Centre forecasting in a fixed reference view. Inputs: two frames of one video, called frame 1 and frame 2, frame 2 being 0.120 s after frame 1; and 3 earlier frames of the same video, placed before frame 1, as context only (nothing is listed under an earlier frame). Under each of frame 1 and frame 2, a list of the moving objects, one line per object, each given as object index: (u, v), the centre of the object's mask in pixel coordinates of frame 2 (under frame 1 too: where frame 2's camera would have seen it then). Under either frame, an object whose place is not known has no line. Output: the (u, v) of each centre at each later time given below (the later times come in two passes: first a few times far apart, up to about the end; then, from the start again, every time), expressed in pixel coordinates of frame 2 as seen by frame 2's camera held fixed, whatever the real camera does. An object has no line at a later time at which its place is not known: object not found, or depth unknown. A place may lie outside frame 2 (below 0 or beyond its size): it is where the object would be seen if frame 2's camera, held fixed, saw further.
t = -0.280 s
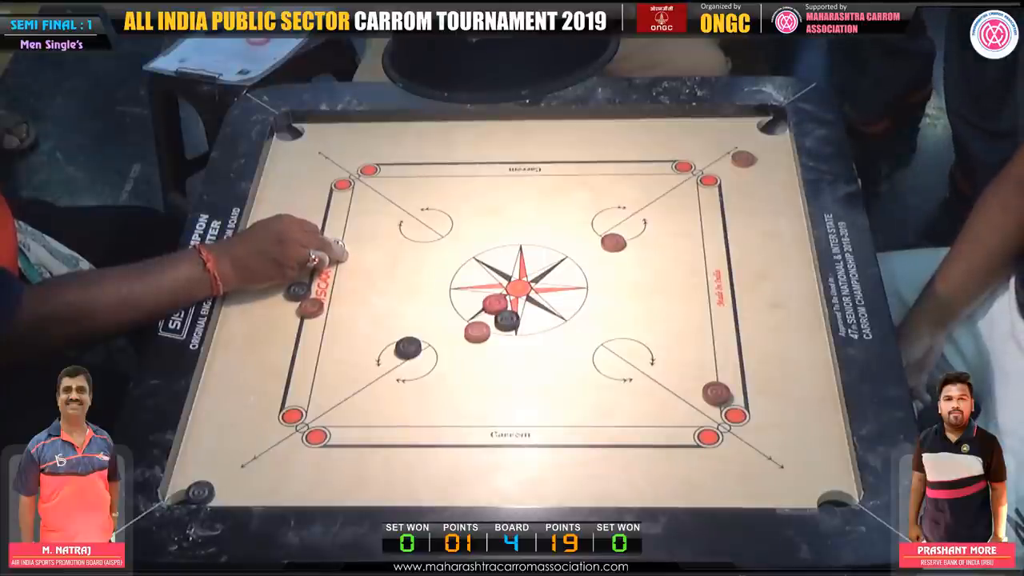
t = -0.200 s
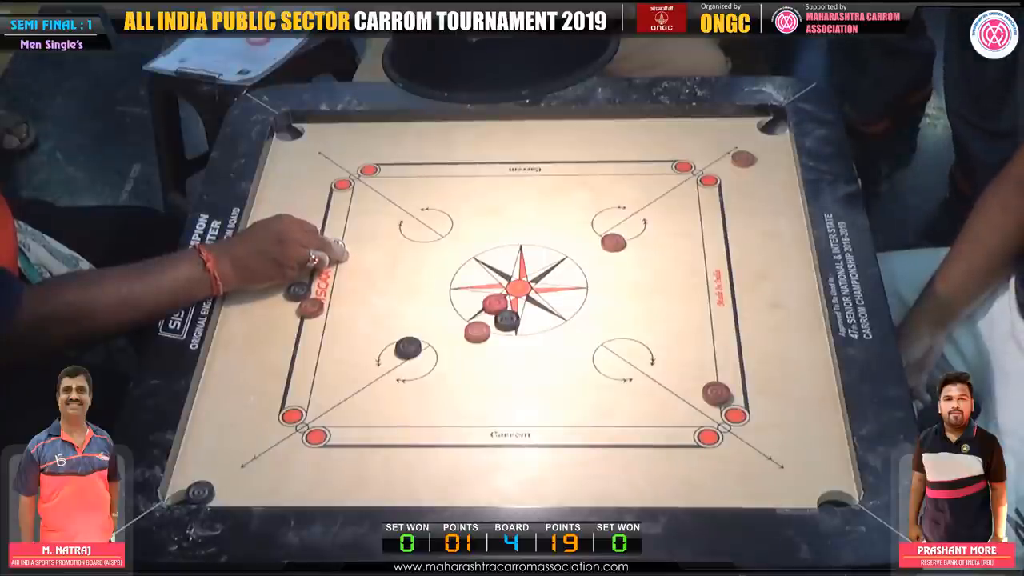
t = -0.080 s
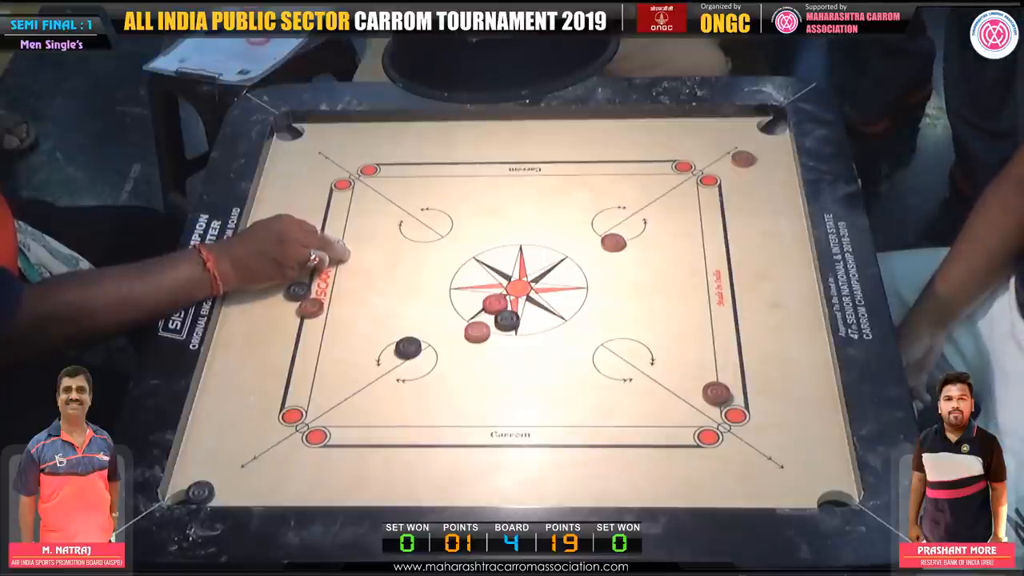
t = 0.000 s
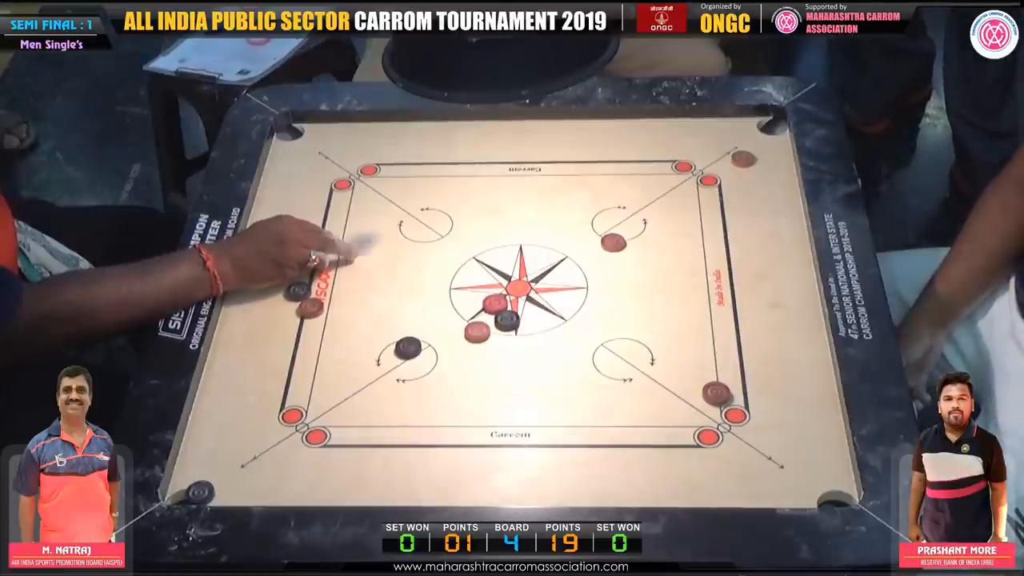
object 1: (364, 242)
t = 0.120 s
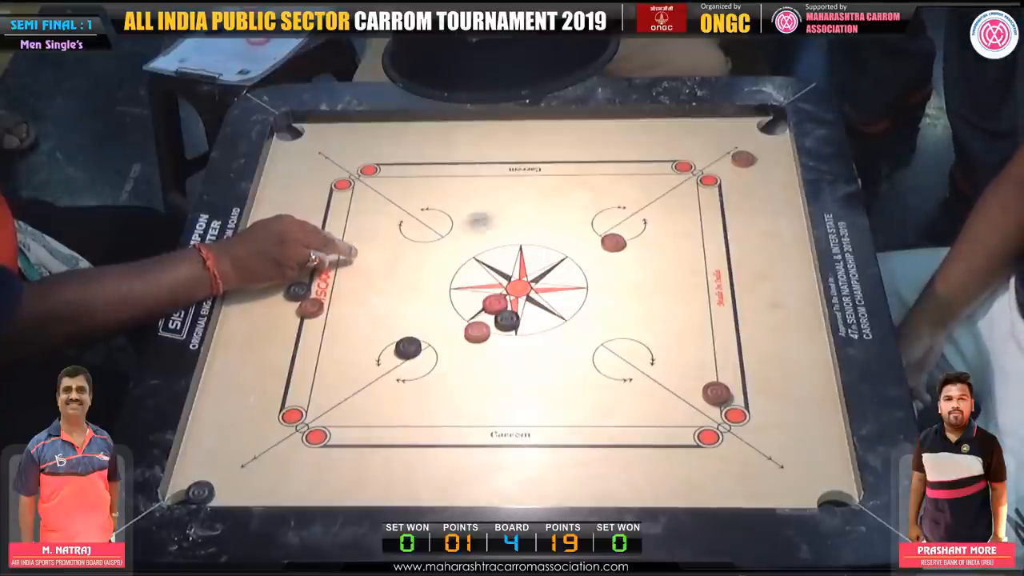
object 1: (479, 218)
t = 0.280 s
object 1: (614, 194)
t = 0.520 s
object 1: (776, 169)
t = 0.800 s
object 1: (678, 163)
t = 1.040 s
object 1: (626, 161)
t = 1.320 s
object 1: (615, 162)
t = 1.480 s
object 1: (615, 162)
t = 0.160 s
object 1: (514, 210)
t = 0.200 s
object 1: (550, 206)
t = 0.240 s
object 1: (583, 200)
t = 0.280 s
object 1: (614, 194)
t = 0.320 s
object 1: (645, 188)
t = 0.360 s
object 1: (674, 184)
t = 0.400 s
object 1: (705, 183)
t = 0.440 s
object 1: (726, 176)
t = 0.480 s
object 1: (752, 172)
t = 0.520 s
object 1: (776, 169)
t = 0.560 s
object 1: (774, 168)
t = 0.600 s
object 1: (755, 168)
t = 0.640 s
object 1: (737, 167)
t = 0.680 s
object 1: (719, 167)
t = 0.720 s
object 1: (703, 163)
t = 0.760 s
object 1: (689, 164)
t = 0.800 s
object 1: (678, 163)
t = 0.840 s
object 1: (664, 163)
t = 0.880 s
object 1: (653, 162)
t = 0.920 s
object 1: (645, 162)
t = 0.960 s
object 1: (637, 161)
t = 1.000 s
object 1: (631, 162)
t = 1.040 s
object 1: (626, 161)
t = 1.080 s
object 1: (621, 162)
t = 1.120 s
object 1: (618, 162)
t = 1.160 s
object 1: (616, 162)
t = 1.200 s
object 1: (615, 162)
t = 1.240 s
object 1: (616, 162)
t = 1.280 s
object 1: (616, 162)
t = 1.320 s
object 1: (615, 162)
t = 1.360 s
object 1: (615, 162)
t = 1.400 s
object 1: (615, 162)
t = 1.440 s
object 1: (615, 162)
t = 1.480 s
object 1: (615, 162)
